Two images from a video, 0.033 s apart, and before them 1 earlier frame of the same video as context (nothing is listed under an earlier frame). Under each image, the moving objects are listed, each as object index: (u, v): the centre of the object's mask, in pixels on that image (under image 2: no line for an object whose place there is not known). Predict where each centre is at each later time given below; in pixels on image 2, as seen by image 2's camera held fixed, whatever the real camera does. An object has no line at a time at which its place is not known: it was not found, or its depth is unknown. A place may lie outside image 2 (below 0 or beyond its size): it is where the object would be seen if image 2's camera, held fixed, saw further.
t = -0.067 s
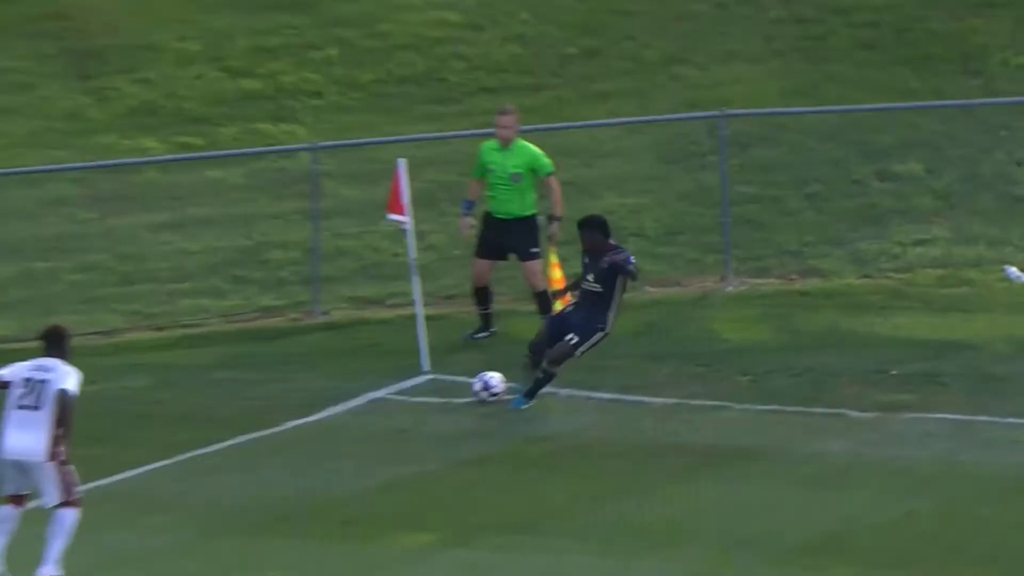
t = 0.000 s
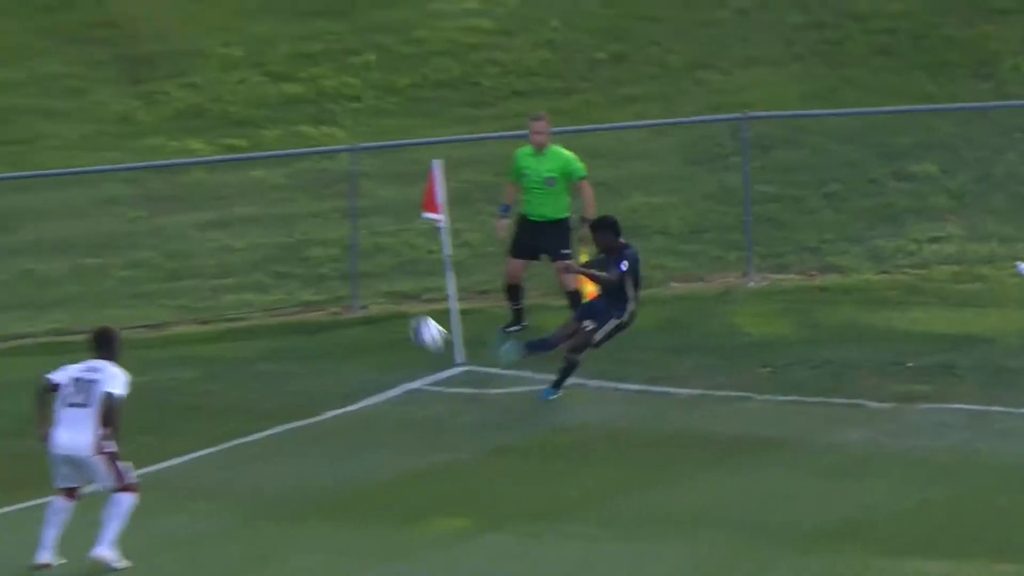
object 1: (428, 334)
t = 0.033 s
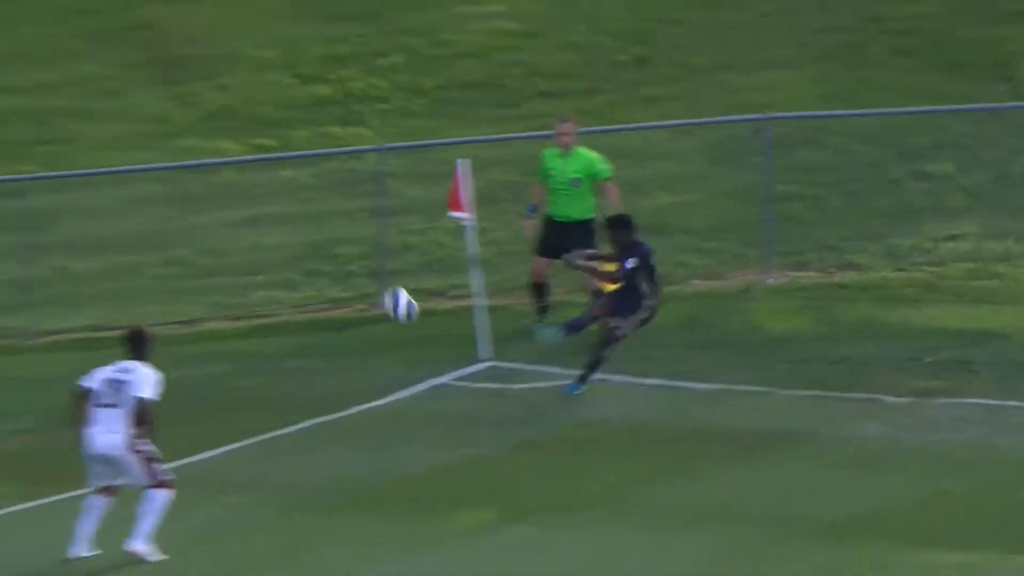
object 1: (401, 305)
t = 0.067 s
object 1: (347, 279)
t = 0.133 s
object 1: (245, 234)
